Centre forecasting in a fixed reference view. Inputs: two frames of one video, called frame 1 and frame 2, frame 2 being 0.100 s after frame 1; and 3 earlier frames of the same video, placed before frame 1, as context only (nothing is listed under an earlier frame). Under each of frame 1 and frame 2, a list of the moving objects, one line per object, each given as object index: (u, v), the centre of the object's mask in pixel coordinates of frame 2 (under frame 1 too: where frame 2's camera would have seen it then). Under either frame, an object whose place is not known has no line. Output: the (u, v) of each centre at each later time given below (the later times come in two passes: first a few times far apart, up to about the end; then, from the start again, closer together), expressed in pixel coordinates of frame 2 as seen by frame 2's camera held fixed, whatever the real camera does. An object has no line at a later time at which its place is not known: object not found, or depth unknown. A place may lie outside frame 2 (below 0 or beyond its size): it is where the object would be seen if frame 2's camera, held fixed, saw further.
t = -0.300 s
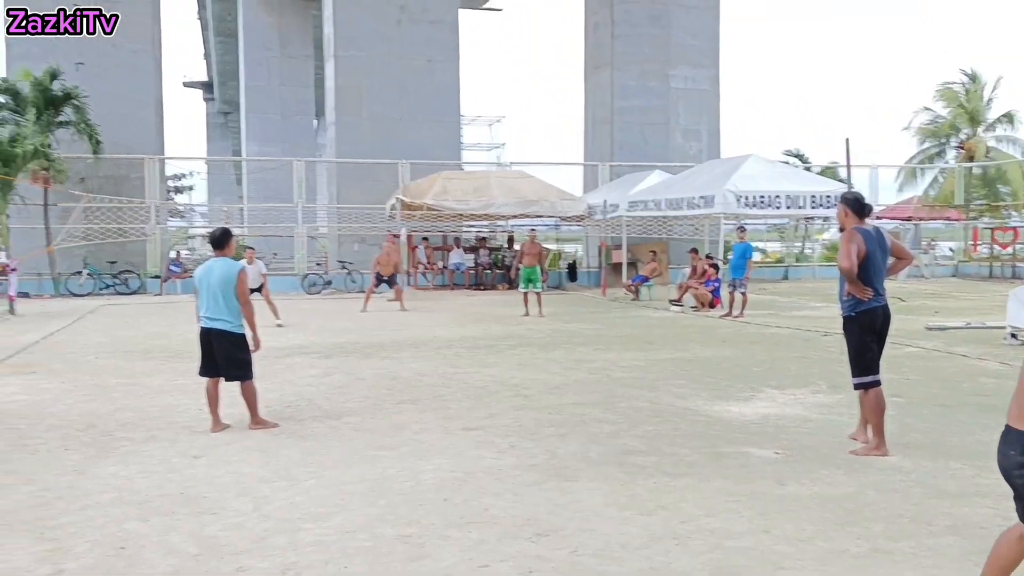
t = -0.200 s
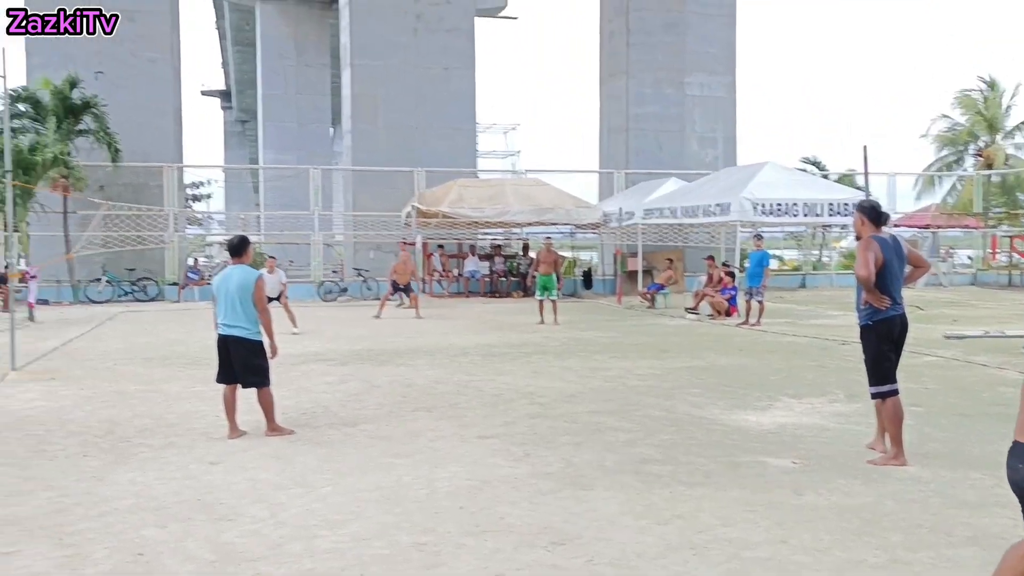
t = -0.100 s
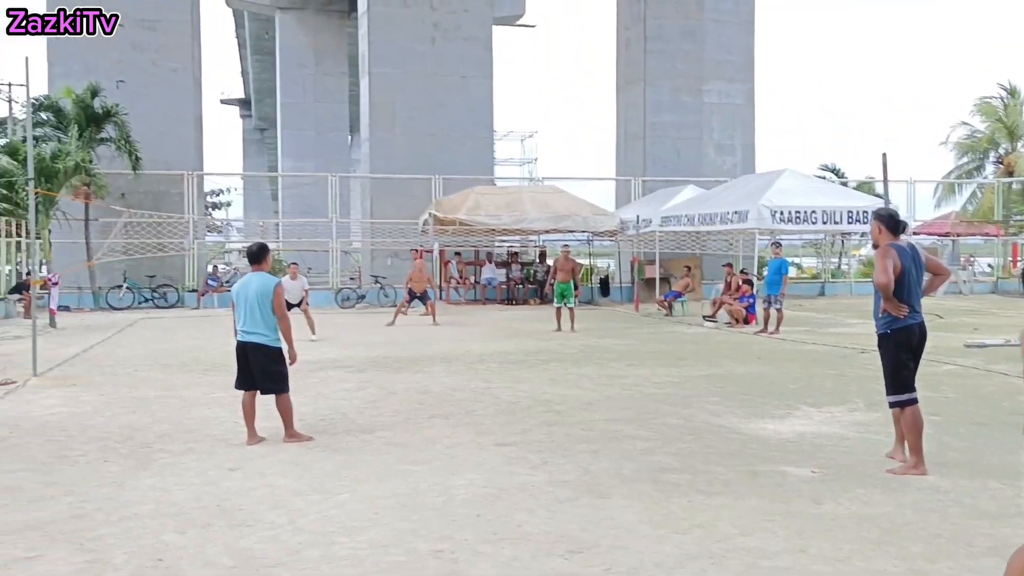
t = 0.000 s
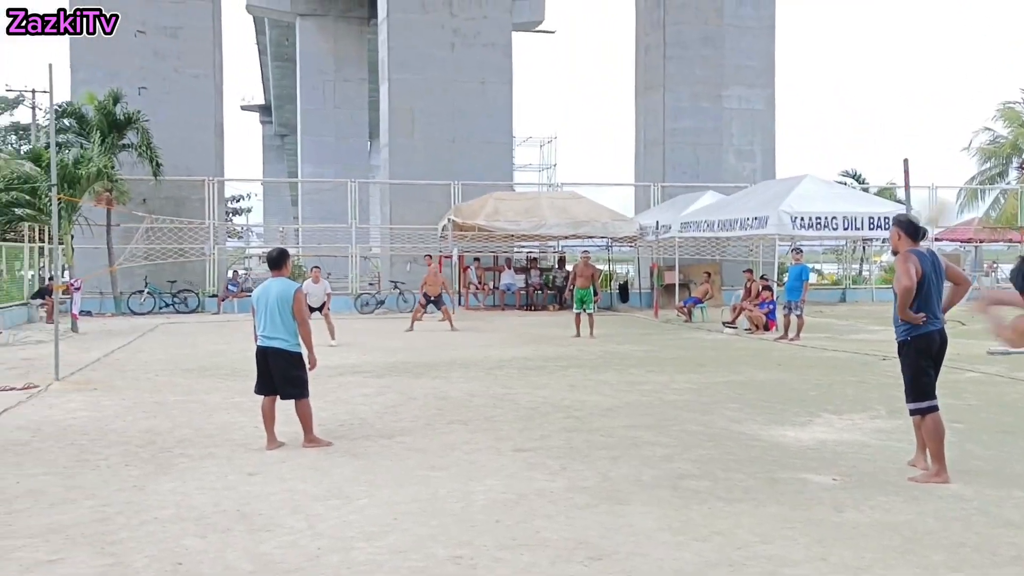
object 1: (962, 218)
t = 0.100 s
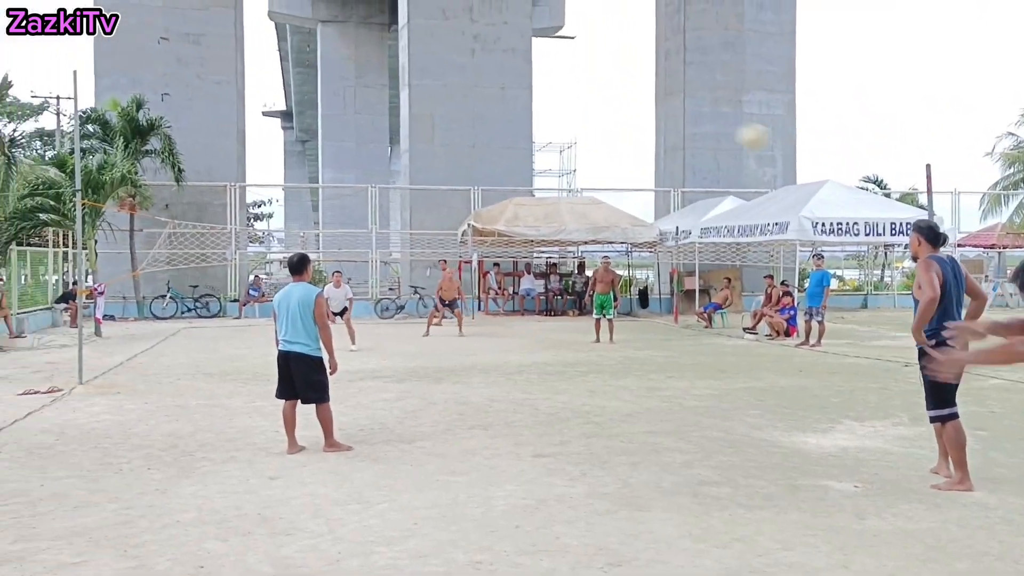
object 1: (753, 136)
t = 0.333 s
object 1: (524, 77)
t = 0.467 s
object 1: (456, 82)
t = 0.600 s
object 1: (406, 100)
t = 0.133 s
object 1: (706, 119)
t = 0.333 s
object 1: (524, 77)
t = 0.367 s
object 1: (505, 77)
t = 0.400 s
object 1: (488, 77)
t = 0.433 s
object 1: (471, 79)
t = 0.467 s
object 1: (456, 82)
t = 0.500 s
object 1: (442, 86)
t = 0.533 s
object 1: (429, 90)
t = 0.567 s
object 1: (417, 95)
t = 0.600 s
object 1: (406, 100)
